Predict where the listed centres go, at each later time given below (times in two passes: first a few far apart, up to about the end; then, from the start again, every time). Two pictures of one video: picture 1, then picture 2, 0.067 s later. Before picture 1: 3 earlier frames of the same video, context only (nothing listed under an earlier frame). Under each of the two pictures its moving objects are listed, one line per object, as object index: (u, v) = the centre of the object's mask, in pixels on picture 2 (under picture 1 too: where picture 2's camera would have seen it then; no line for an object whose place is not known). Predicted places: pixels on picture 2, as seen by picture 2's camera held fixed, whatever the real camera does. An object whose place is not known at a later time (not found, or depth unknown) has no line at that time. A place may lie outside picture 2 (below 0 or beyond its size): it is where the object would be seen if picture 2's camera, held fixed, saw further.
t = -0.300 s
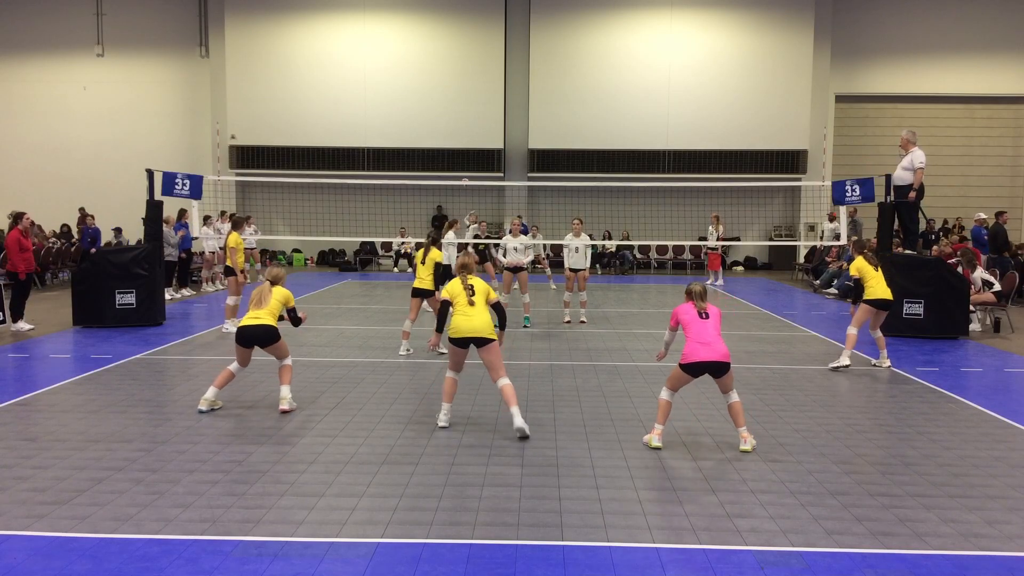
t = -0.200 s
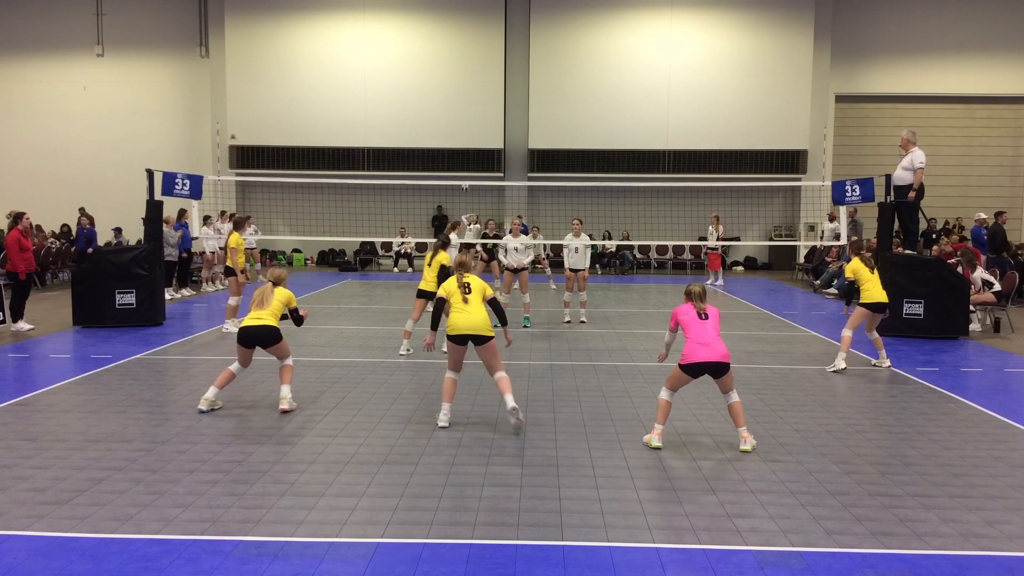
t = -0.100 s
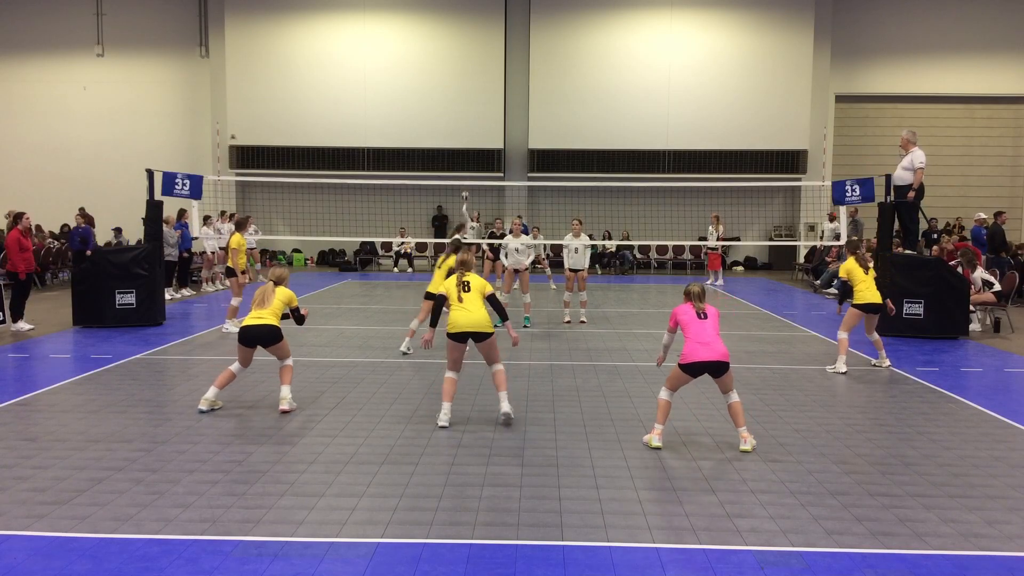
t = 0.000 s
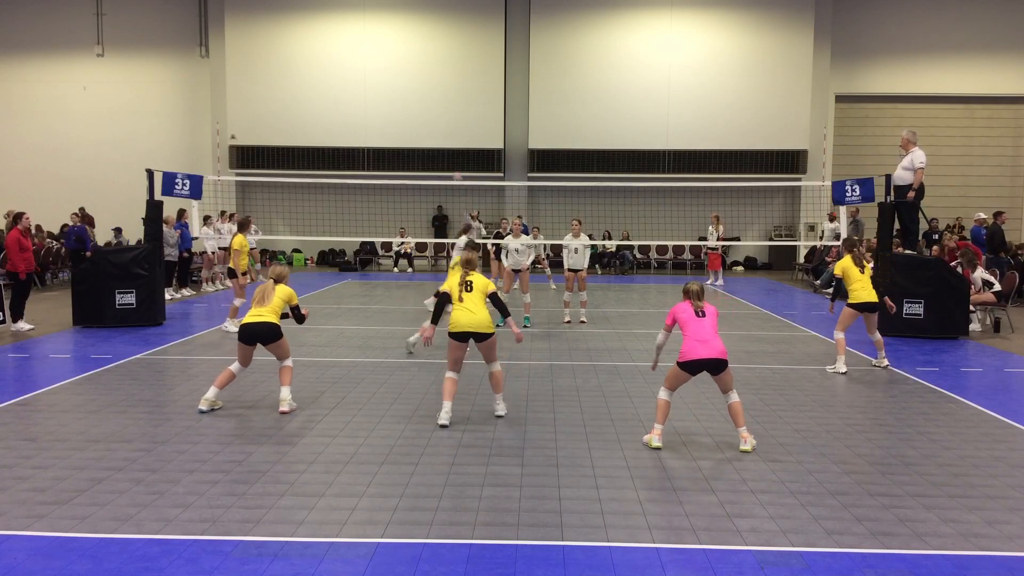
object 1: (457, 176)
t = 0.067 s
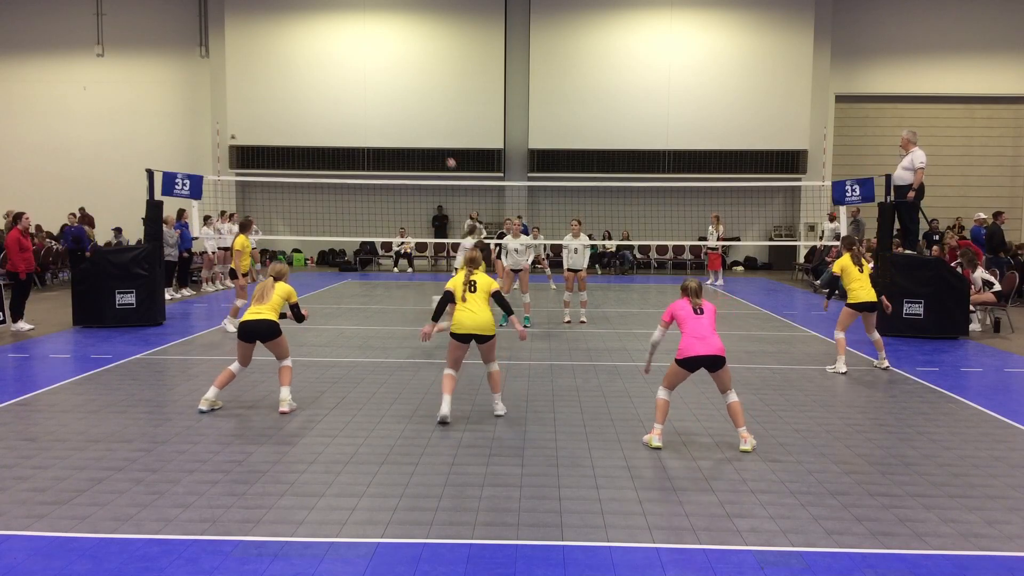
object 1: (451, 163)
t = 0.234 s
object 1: (434, 130)
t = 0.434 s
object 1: (411, 99)
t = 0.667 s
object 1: (381, 85)
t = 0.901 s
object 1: (343, 106)
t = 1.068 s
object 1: (304, 156)
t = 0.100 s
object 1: (448, 156)
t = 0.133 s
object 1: (445, 150)
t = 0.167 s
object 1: (441, 142)
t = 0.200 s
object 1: (438, 136)
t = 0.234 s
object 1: (434, 130)
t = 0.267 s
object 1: (430, 123)
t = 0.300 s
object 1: (427, 118)
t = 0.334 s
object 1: (423, 112)
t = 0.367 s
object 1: (419, 107)
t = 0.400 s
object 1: (415, 103)
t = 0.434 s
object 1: (411, 99)
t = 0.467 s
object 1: (406, 95)
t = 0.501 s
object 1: (402, 91)
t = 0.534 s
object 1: (398, 89)
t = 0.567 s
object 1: (394, 87)
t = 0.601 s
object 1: (390, 86)
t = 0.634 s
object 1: (385, 85)
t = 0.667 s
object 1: (381, 85)
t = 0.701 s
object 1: (377, 85)
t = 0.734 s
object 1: (372, 87)
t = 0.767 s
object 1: (367, 89)
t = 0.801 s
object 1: (362, 92)
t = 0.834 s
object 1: (356, 96)
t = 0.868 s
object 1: (350, 100)
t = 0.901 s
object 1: (343, 106)
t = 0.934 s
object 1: (336, 113)
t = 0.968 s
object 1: (328, 122)
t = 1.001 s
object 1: (320, 131)
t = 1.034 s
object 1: (312, 143)
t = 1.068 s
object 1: (304, 156)
